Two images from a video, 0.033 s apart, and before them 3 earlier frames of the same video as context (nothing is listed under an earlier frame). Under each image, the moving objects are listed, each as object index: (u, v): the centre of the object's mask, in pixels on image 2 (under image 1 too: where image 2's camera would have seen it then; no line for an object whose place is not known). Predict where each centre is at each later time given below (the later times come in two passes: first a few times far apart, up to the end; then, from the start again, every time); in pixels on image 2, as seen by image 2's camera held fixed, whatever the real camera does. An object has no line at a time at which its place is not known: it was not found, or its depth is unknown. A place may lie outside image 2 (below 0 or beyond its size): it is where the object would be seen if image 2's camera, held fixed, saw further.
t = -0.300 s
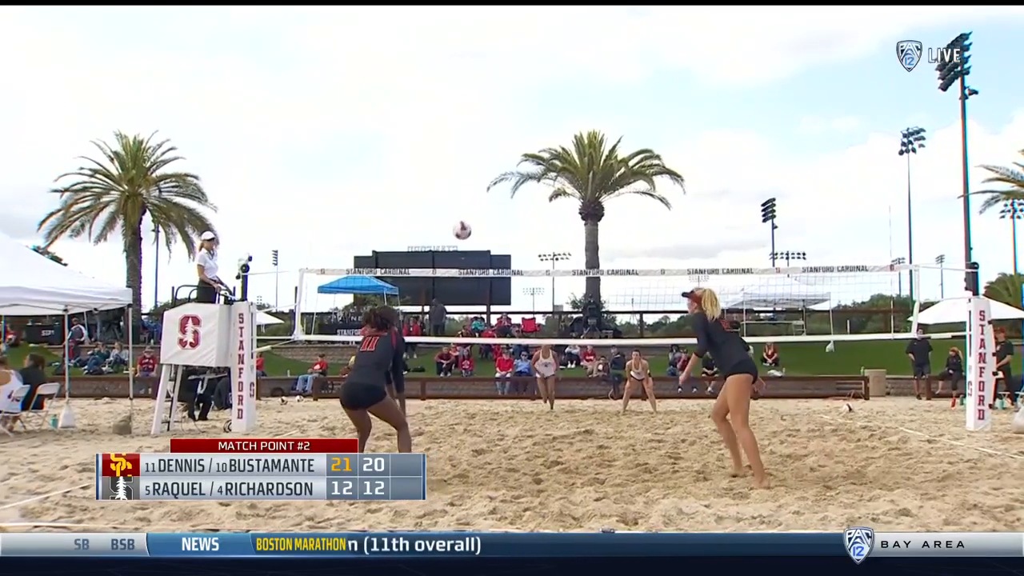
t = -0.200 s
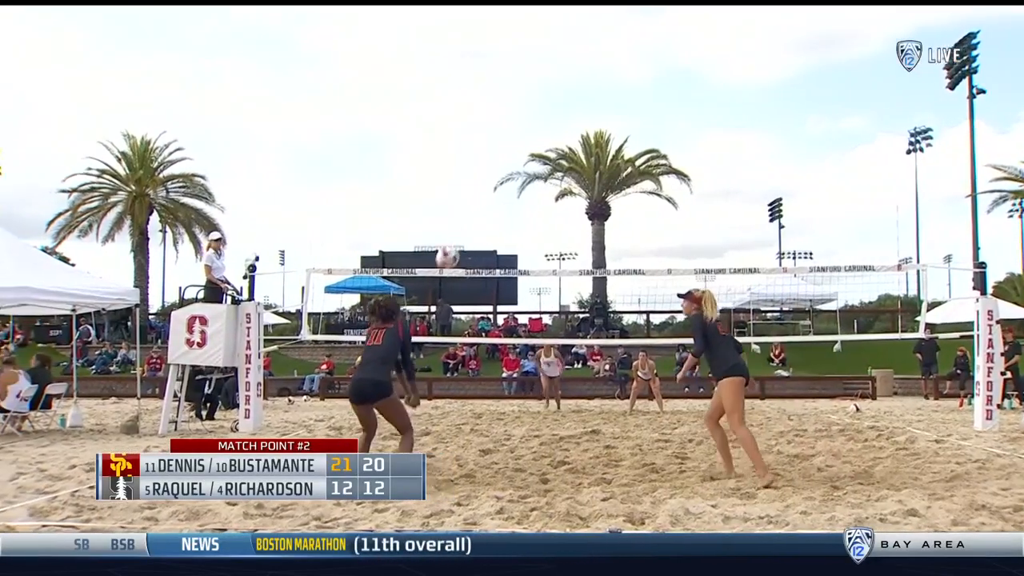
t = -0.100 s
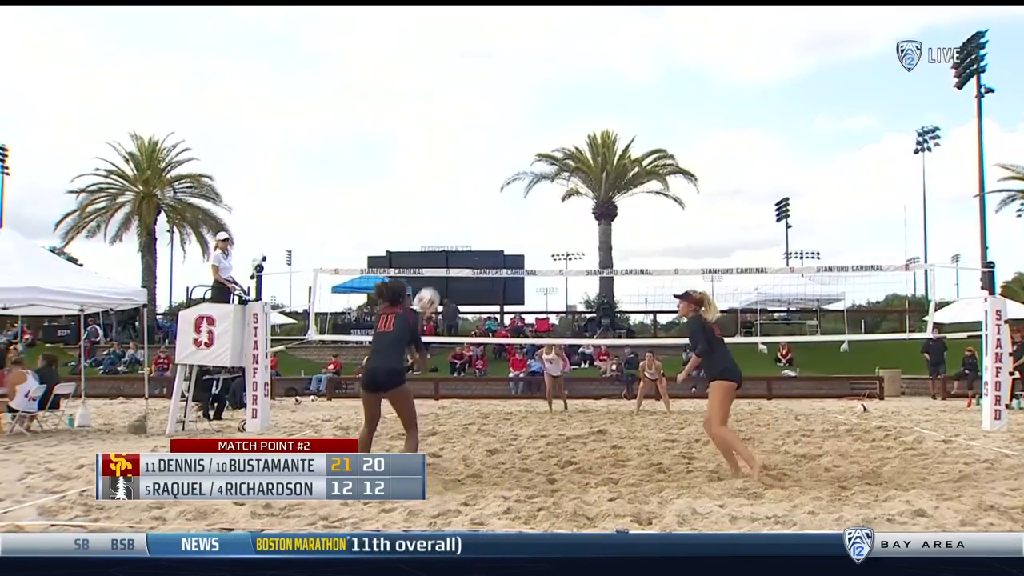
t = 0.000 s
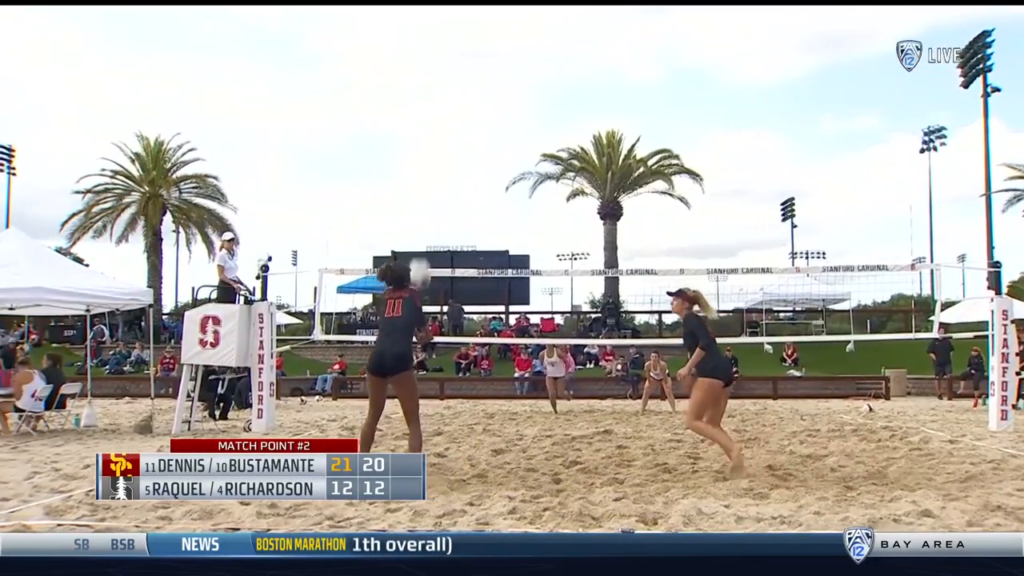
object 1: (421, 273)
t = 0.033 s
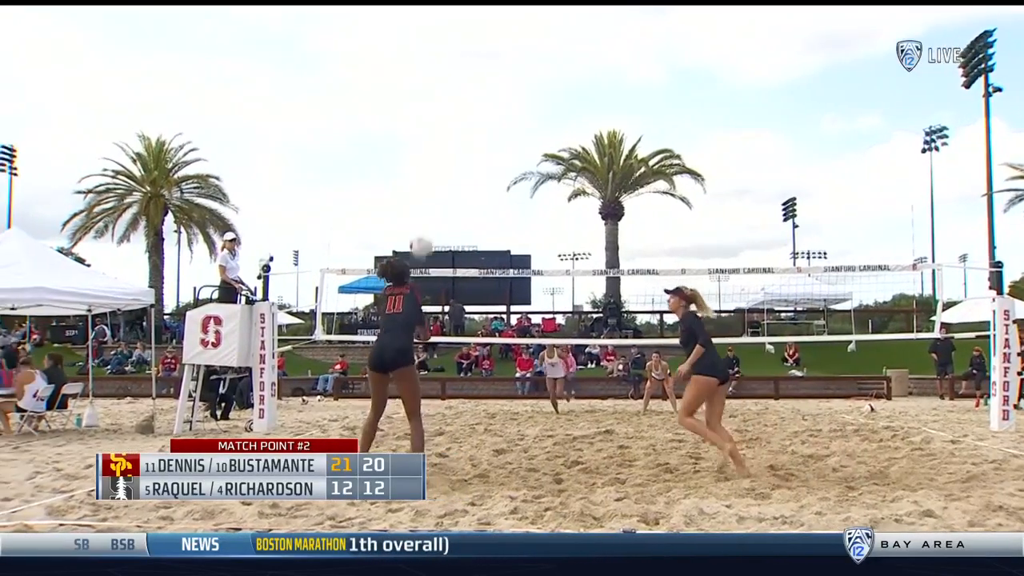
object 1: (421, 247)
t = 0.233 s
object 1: (422, 115)
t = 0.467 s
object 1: (422, 34)
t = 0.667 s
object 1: (417, 14)
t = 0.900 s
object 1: (411, 34)
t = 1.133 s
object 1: (403, 96)
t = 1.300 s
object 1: (398, 161)
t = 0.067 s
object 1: (421, 219)
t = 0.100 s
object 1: (421, 194)
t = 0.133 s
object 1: (422, 172)
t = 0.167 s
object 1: (422, 151)
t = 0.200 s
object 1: (423, 132)
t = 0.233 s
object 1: (422, 115)
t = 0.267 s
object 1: (423, 99)
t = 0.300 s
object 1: (423, 85)
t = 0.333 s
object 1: (421, 71)
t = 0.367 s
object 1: (421, 59)
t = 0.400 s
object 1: (423, 51)
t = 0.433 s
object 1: (423, 42)
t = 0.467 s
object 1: (422, 34)
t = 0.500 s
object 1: (422, 28)
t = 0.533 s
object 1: (421, 23)
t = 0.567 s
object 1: (420, 19)
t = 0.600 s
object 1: (419, 16)
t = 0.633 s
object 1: (418, 14)
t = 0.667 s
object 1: (417, 14)
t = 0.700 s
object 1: (416, 15)
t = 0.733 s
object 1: (415, 15)
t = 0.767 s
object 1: (414, 18)
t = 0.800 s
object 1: (414, 21)
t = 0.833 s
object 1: (412, 24)
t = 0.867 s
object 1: (412, 29)
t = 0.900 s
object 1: (411, 34)
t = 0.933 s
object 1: (410, 41)
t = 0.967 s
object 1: (409, 47)
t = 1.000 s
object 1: (408, 55)
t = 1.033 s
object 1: (407, 65)
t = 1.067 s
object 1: (405, 74)
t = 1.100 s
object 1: (404, 85)
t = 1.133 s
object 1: (403, 96)
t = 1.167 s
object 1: (403, 107)
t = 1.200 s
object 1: (402, 120)
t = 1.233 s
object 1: (400, 133)
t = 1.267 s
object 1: (399, 147)
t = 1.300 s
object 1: (398, 161)
